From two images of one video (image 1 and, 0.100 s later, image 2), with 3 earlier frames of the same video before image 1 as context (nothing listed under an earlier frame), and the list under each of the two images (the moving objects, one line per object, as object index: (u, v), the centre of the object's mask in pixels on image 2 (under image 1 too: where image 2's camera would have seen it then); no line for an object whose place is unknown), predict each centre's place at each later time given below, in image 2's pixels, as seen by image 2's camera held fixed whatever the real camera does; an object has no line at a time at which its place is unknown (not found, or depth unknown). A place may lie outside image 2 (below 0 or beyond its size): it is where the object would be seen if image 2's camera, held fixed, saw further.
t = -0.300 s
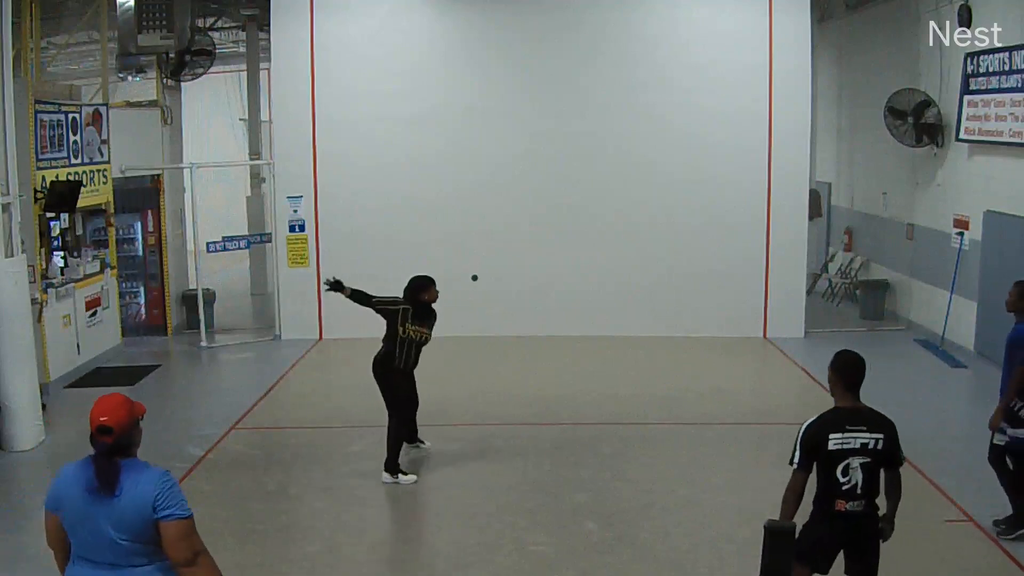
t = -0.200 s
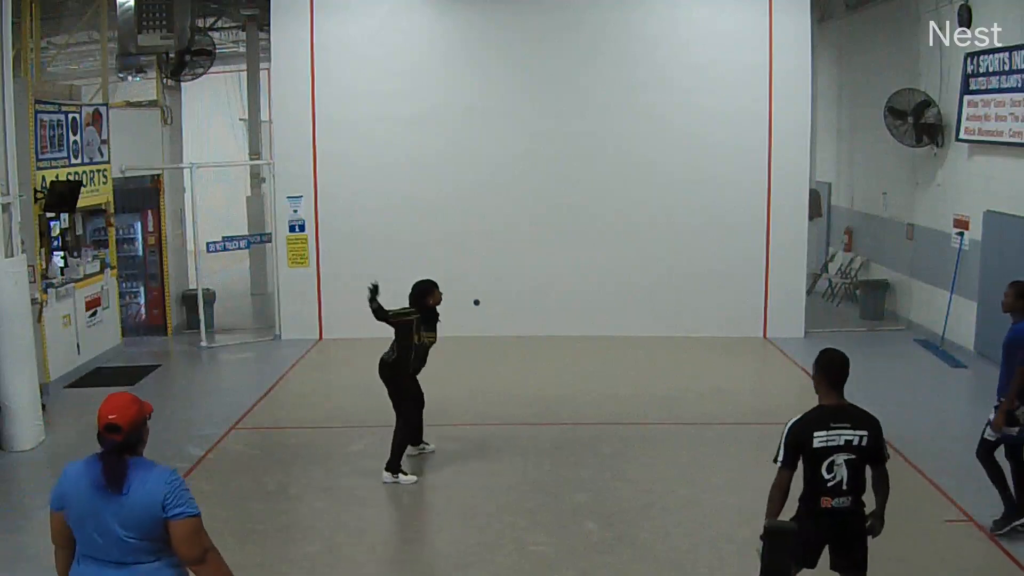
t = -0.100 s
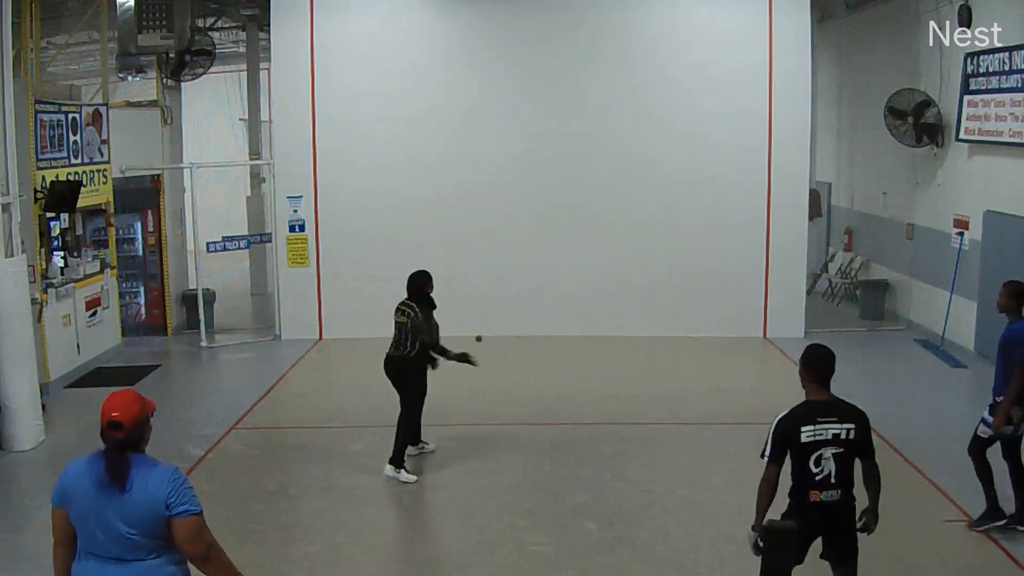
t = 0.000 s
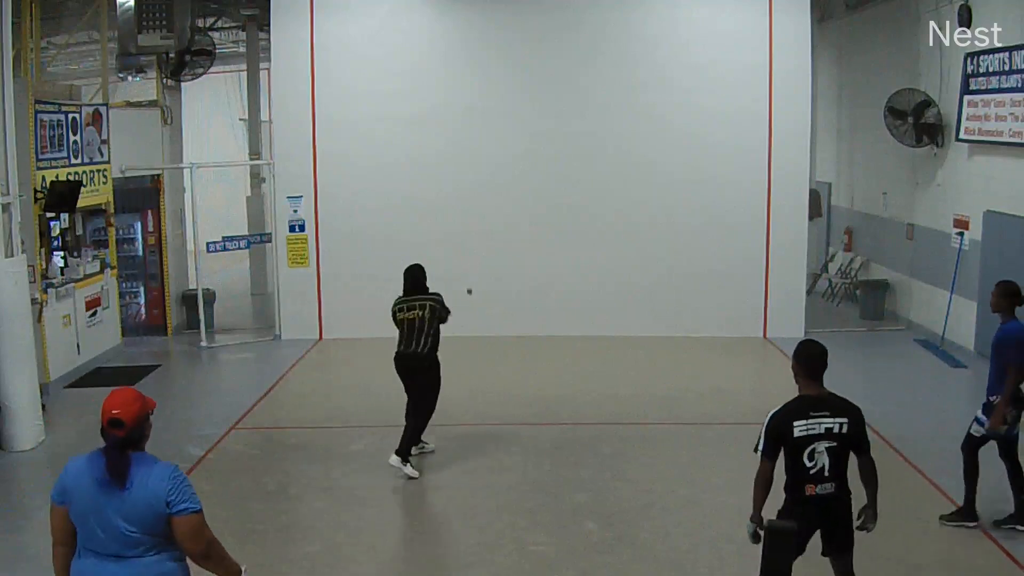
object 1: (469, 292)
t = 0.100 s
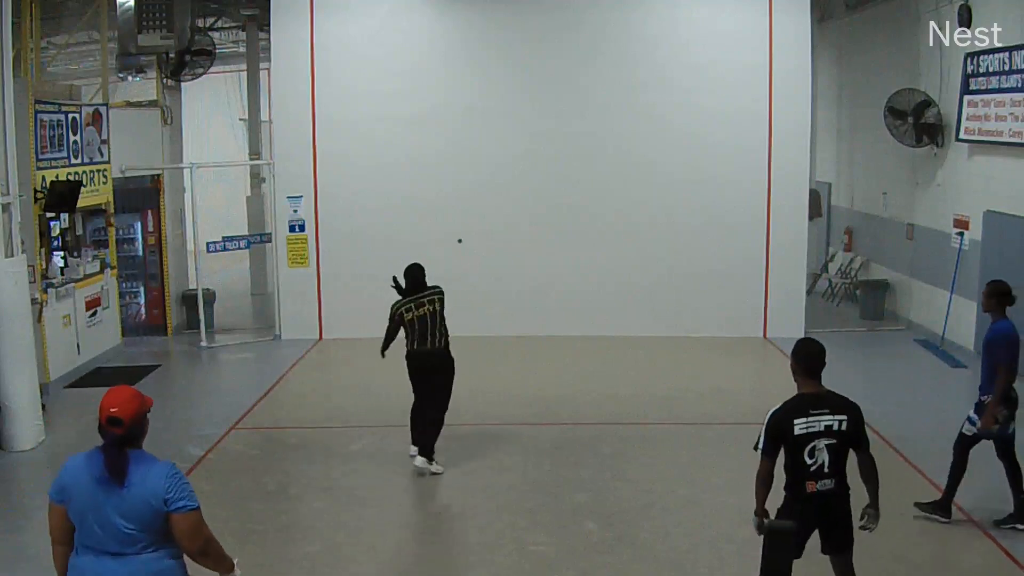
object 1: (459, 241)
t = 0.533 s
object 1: (398, 250)
